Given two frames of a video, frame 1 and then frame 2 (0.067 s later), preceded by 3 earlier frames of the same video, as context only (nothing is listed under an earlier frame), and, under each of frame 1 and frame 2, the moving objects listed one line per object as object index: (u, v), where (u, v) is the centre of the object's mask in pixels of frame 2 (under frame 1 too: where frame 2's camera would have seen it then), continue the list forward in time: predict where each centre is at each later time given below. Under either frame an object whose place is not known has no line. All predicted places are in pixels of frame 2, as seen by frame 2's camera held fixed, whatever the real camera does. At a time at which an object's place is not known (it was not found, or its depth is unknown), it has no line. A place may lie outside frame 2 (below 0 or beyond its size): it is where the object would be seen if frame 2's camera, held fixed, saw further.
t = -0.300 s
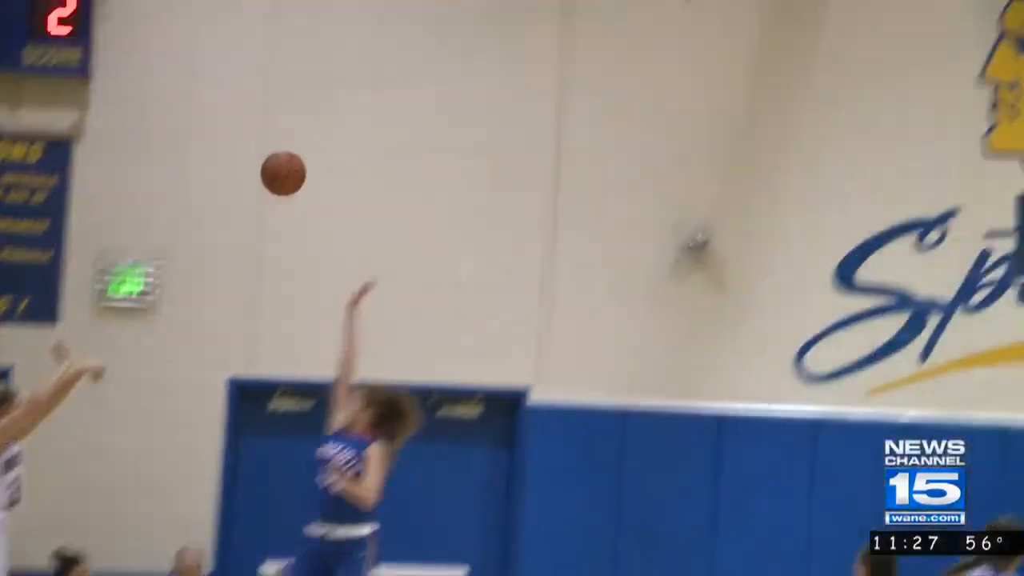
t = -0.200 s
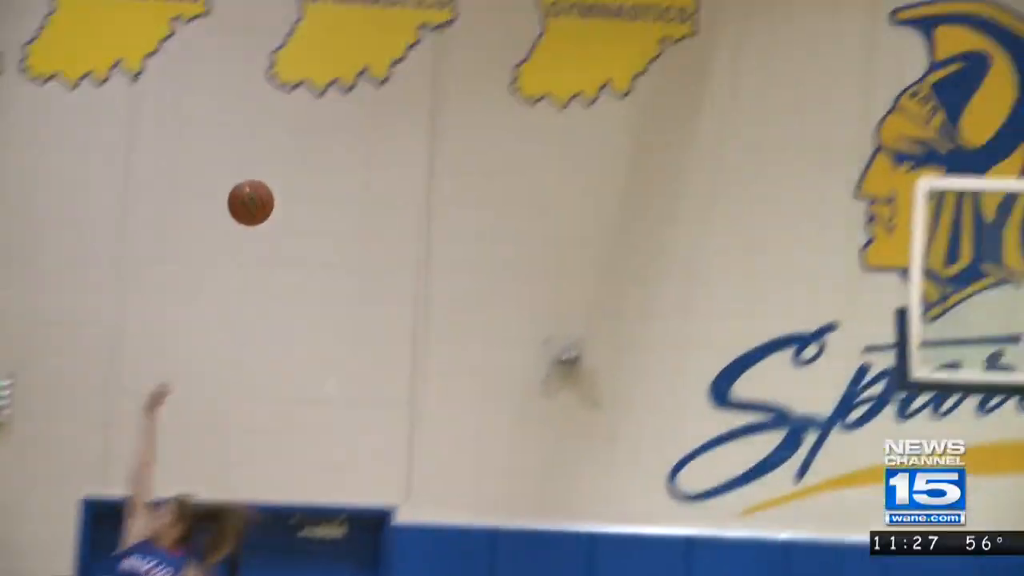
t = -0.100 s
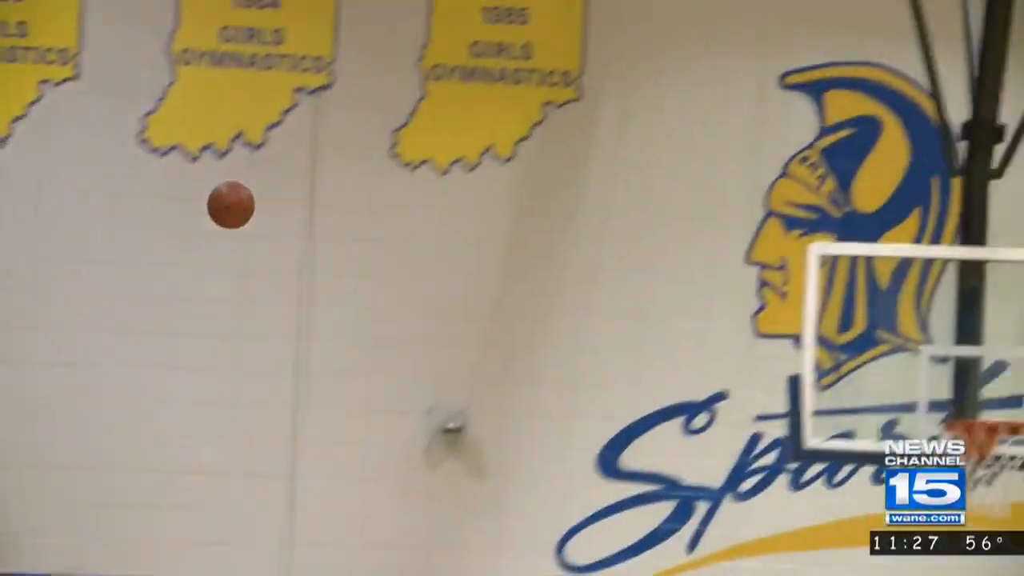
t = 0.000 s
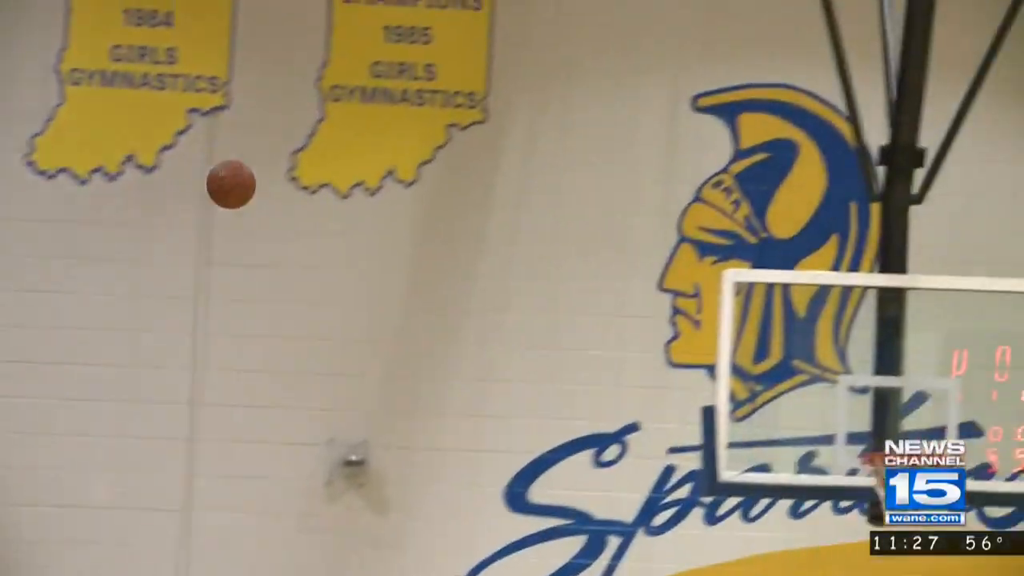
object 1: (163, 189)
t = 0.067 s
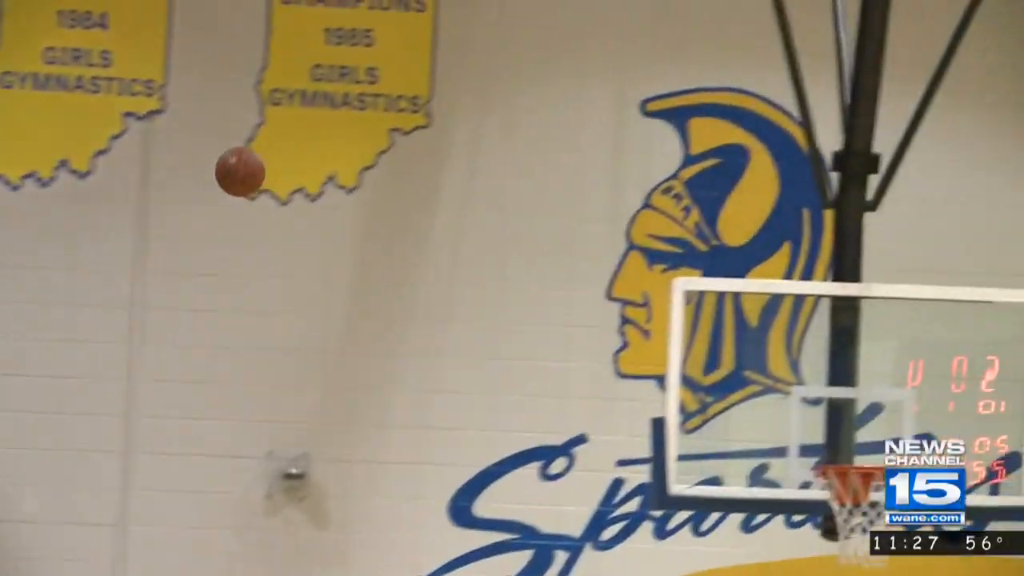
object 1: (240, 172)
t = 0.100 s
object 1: (277, 167)
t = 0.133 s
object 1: (313, 165)
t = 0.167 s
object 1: (349, 165)
